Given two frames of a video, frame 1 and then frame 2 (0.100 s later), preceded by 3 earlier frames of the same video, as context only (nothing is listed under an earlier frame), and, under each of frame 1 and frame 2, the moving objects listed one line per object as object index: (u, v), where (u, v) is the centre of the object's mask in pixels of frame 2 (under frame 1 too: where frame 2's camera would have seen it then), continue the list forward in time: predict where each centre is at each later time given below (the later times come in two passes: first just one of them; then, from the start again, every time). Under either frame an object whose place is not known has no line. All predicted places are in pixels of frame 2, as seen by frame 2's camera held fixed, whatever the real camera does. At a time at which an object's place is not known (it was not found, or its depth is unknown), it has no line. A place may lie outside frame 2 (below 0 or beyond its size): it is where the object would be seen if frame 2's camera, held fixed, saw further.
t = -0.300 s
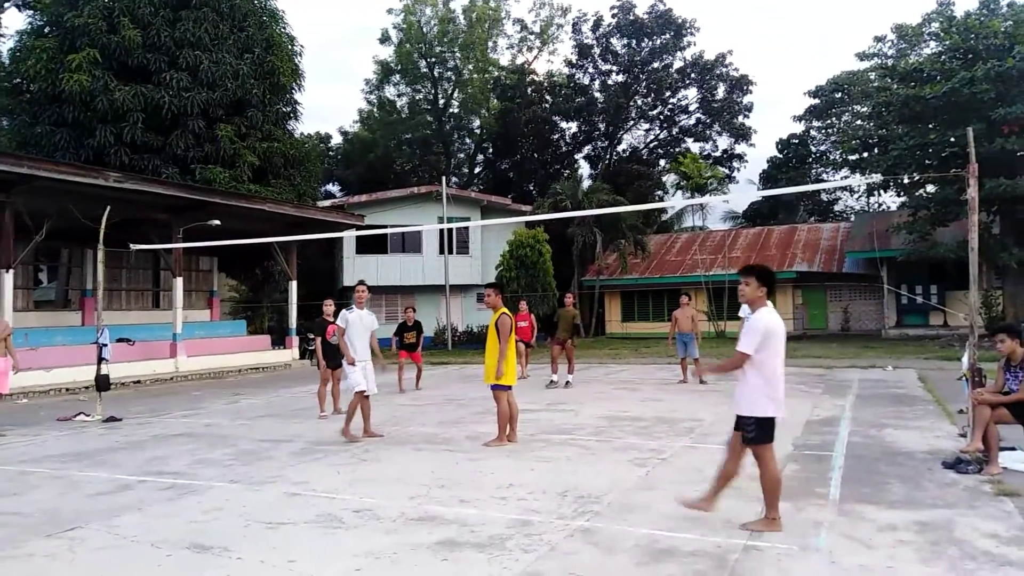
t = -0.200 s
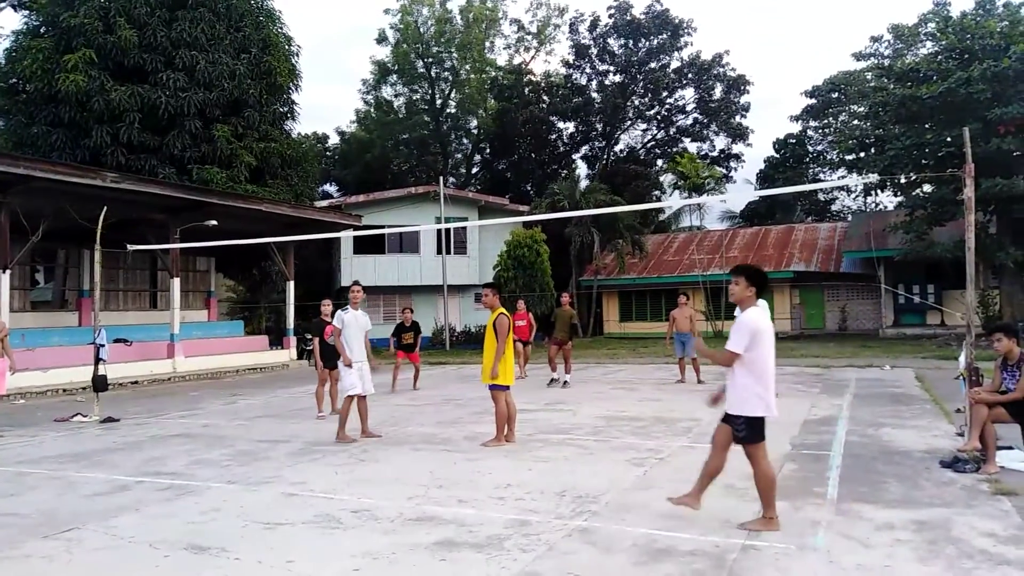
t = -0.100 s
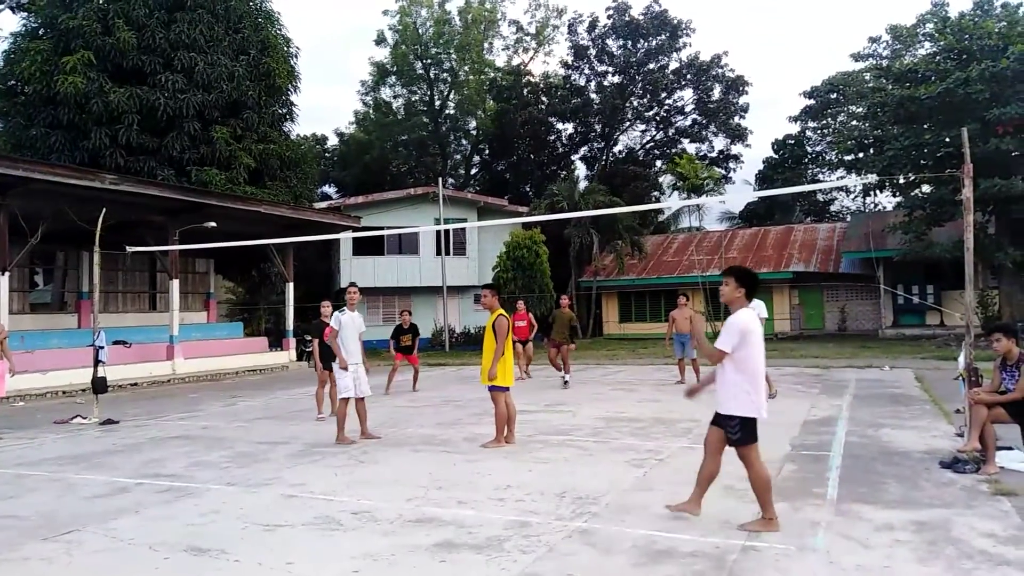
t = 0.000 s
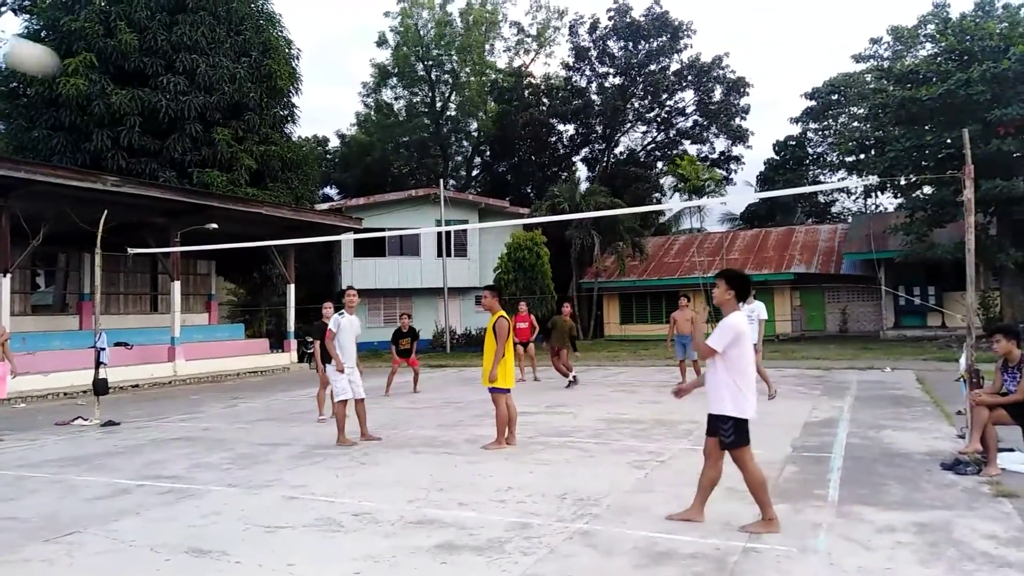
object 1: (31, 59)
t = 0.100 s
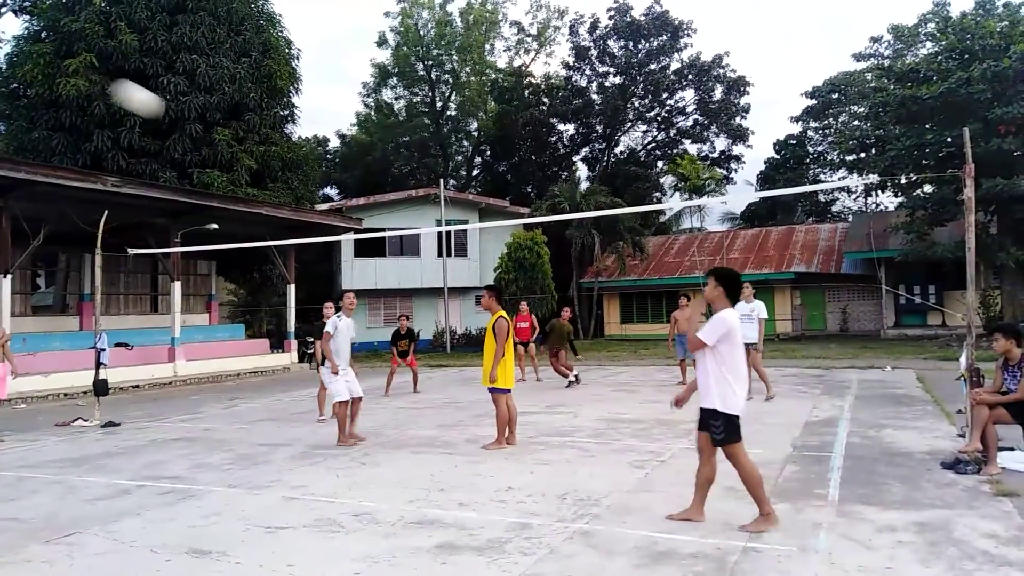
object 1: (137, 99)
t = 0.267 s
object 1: (256, 170)
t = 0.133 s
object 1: (166, 114)
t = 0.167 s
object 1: (192, 128)
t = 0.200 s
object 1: (216, 142)
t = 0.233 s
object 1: (237, 156)
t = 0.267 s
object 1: (256, 170)
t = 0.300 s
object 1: (274, 184)
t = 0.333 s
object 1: (290, 197)
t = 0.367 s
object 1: (306, 211)
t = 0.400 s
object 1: (319, 224)
